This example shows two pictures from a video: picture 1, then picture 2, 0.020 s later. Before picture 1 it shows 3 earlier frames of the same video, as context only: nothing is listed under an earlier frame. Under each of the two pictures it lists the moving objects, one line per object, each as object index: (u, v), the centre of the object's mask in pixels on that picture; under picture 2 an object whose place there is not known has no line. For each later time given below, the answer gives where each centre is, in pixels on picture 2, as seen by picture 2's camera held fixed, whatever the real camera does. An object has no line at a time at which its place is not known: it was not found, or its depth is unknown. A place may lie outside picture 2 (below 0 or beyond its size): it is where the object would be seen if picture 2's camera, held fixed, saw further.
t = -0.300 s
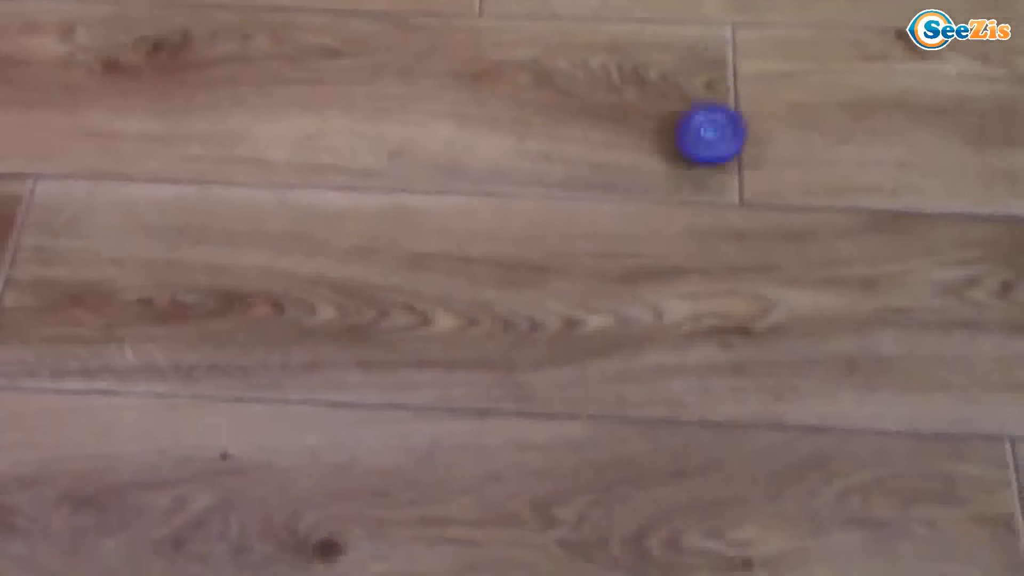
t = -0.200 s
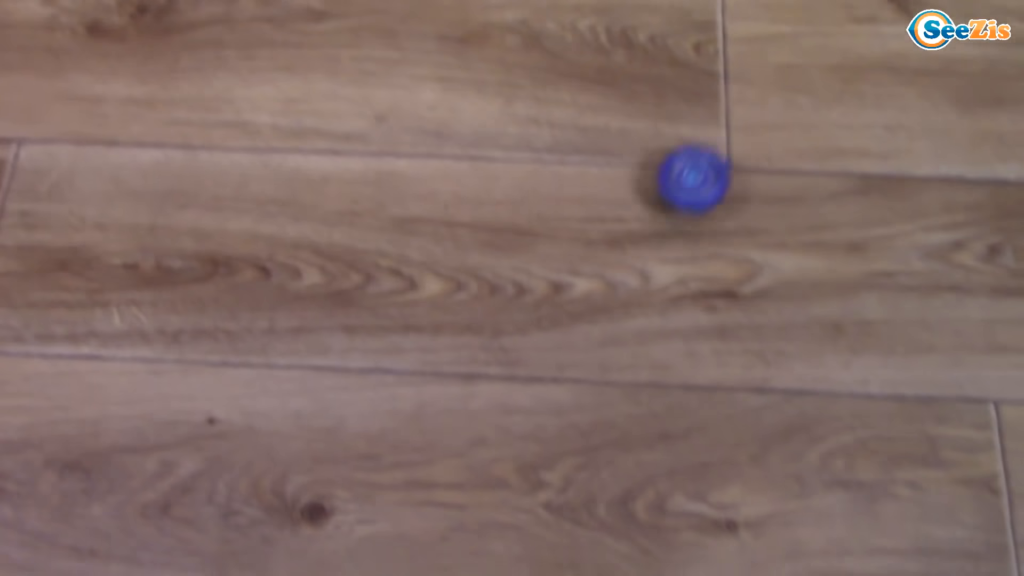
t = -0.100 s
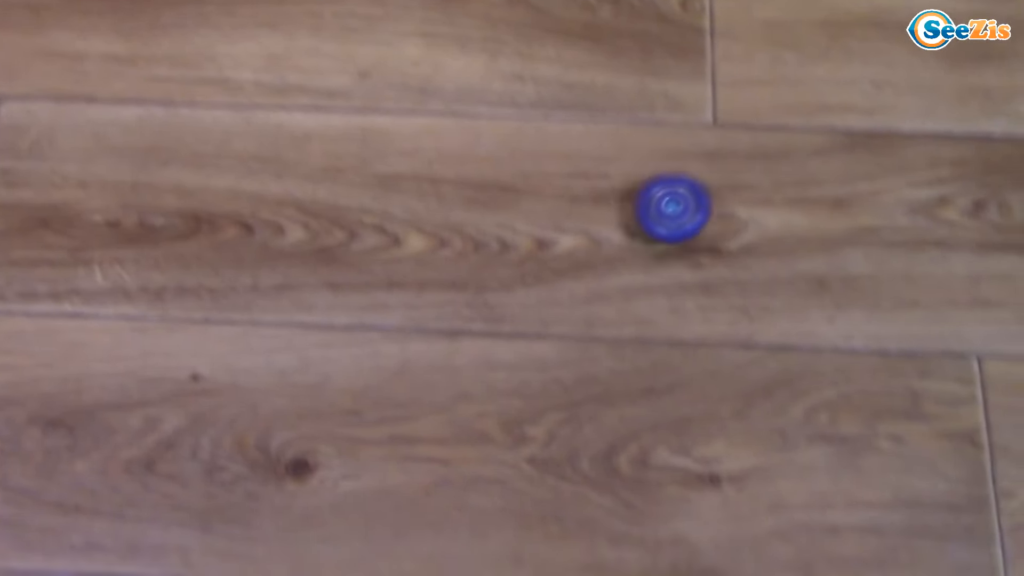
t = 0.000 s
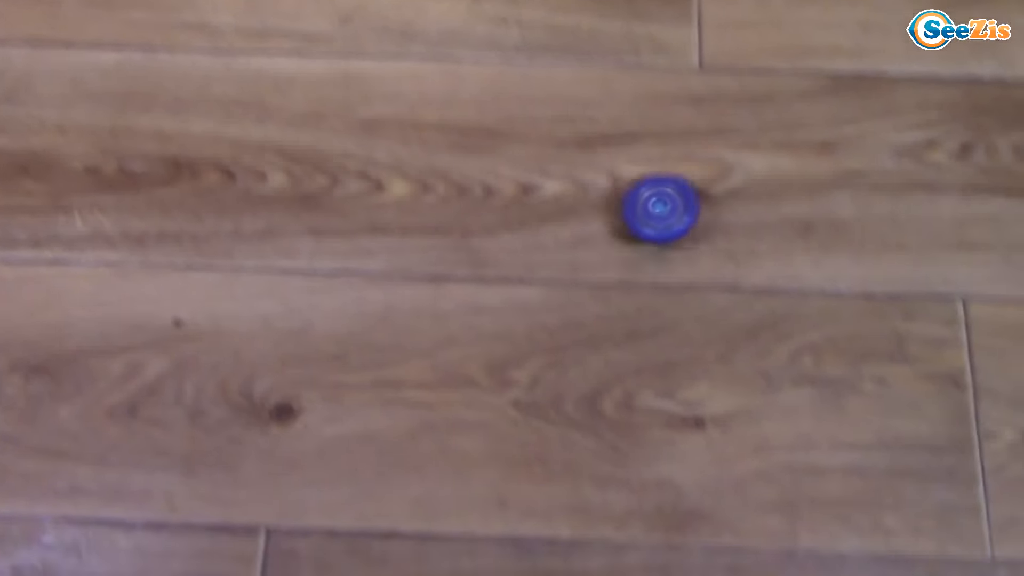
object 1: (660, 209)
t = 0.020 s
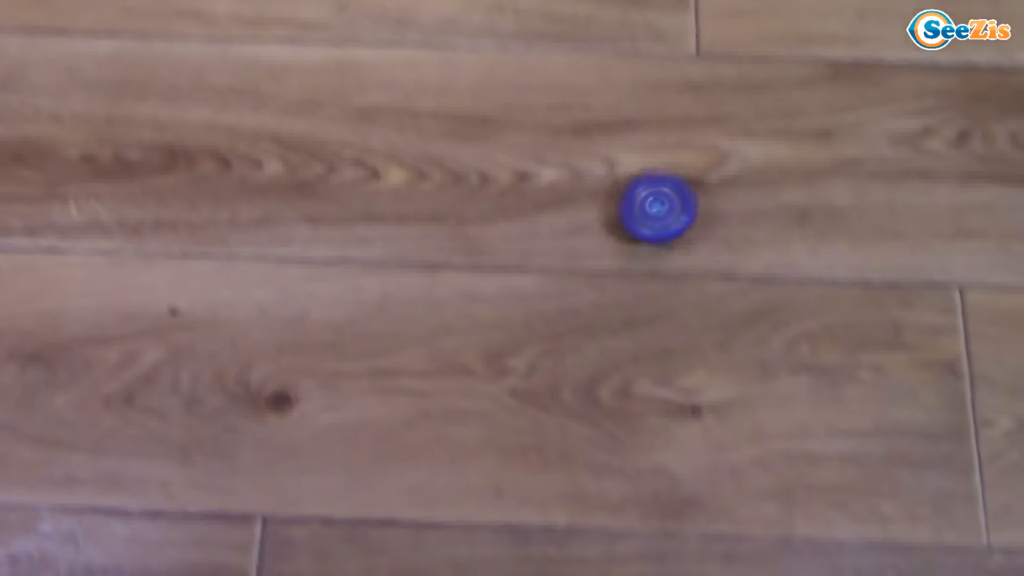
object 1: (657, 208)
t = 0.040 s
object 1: (657, 220)
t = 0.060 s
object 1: (656, 231)
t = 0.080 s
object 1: (656, 243)
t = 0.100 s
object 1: (656, 254)
